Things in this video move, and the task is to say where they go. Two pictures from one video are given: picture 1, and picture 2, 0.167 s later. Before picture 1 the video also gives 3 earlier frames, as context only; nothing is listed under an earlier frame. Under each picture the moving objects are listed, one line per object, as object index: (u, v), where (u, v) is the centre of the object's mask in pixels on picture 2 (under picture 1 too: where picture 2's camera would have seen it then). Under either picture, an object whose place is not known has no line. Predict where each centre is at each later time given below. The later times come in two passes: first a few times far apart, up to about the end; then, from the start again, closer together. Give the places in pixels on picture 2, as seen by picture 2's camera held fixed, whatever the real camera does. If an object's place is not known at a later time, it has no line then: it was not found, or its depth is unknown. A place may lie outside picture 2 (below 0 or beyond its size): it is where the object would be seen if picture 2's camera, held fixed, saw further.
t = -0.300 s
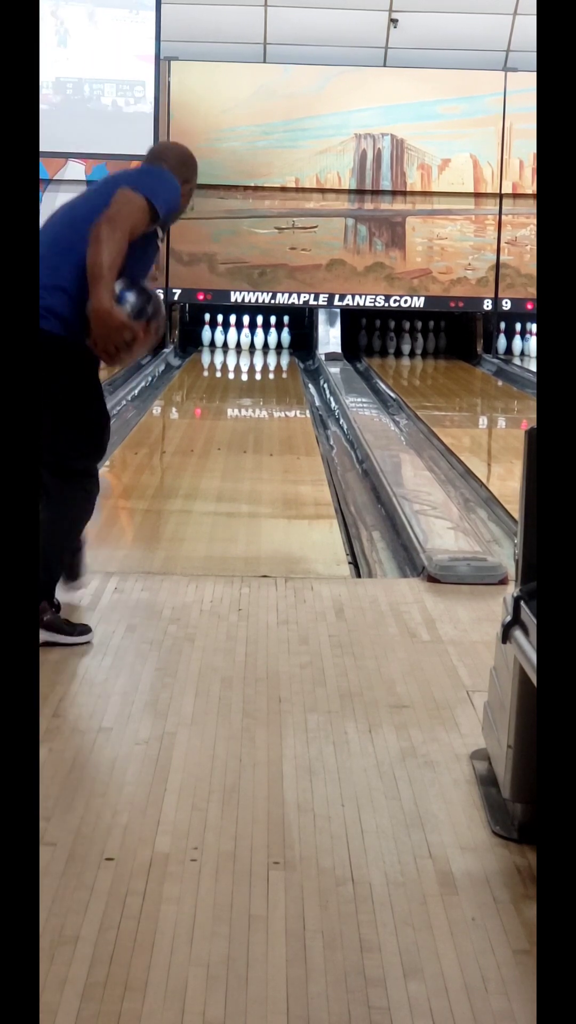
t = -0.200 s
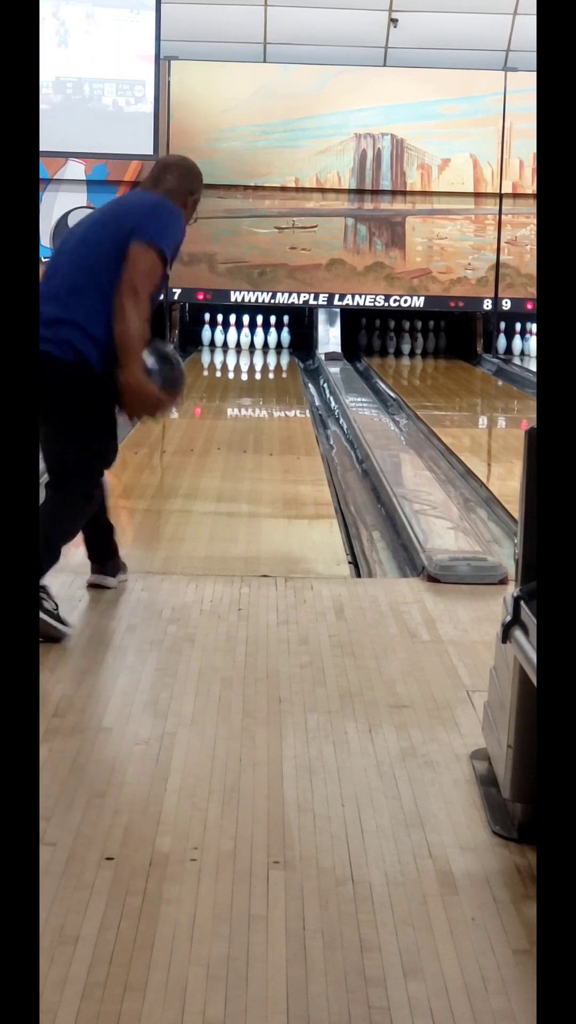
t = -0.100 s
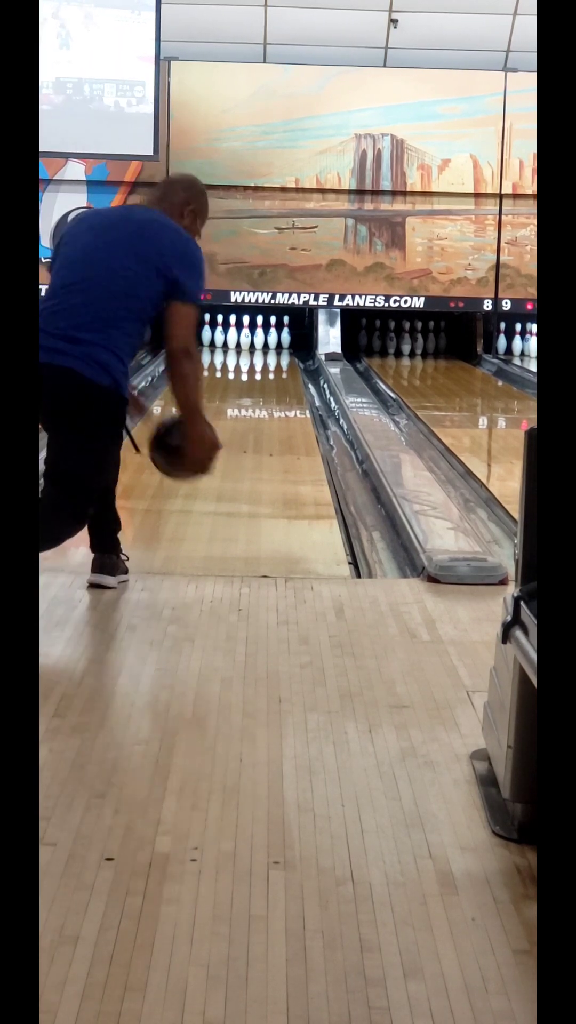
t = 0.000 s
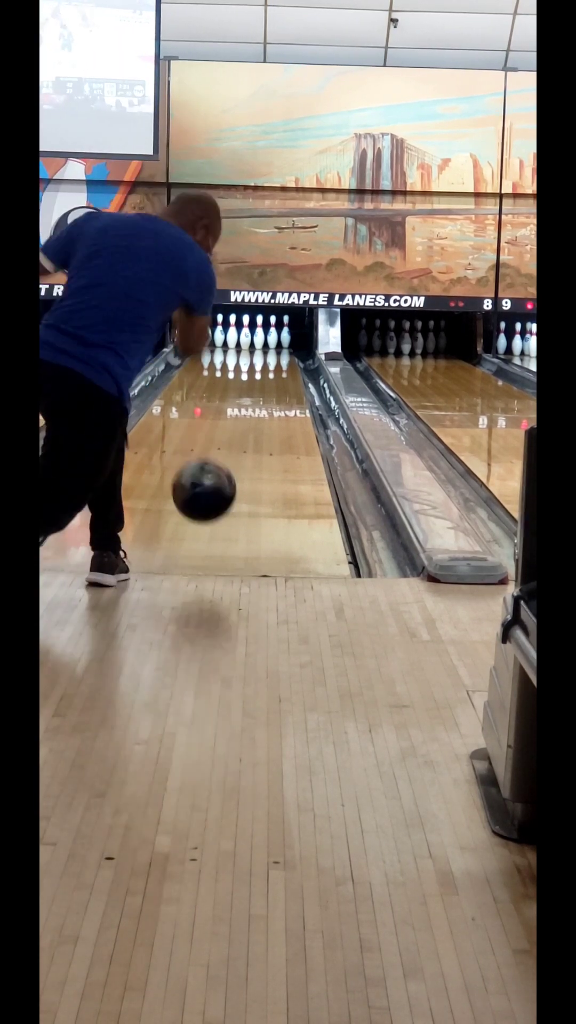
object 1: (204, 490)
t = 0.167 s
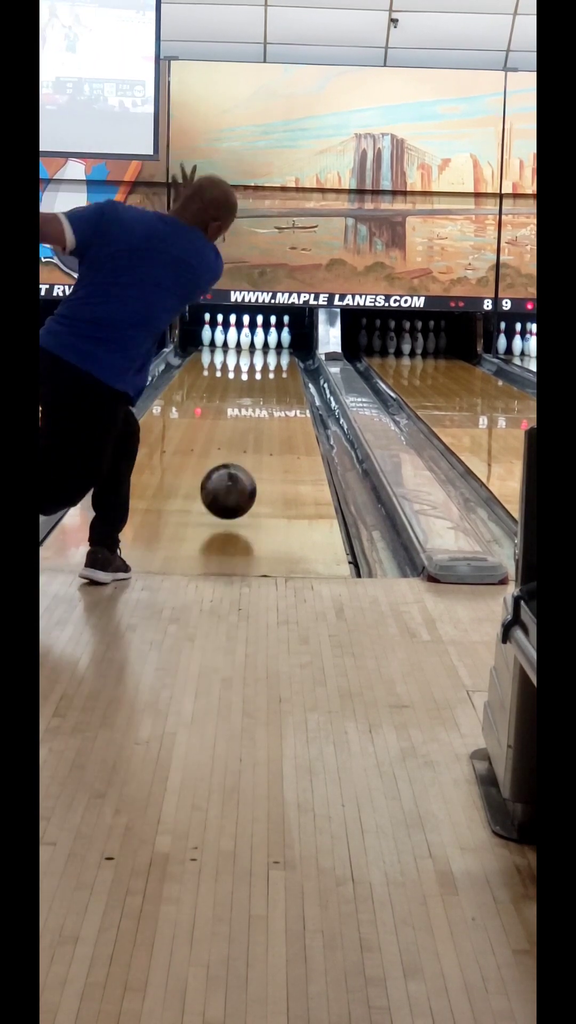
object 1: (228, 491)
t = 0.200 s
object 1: (232, 489)
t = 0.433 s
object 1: (253, 456)
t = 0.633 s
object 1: (265, 436)
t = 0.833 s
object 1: (272, 420)
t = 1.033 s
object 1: (276, 405)
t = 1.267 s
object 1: (277, 392)
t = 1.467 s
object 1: (276, 381)
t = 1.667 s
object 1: (273, 373)
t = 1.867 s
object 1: (268, 366)
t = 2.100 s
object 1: (262, 359)
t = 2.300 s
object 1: (255, 354)
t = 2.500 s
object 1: (247, 349)
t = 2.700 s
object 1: (241, 346)
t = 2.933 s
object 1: (235, 342)
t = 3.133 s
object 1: (219, 338)
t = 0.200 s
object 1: (232, 489)
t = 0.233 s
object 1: (236, 486)
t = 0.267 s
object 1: (239, 481)
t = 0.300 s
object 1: (243, 475)
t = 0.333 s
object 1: (246, 470)
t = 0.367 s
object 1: (248, 465)
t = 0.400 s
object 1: (251, 461)
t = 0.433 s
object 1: (253, 456)
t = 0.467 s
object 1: (256, 453)
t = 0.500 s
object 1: (258, 449)
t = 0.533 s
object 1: (260, 445)
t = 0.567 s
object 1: (261, 442)
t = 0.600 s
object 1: (263, 439)
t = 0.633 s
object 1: (265, 436)
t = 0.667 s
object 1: (266, 433)
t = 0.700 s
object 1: (267, 430)
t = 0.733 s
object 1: (268, 427)
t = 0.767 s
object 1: (270, 425)
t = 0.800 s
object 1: (271, 422)
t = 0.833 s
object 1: (272, 420)
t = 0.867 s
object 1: (272, 417)
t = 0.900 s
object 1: (273, 414)
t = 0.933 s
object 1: (274, 412)
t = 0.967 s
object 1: (274, 410)
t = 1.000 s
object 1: (275, 408)
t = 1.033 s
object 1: (276, 405)
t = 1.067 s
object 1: (276, 403)
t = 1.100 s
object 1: (276, 401)
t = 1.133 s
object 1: (276, 400)
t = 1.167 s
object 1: (276, 398)
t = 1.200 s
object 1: (277, 396)
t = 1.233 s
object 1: (277, 394)
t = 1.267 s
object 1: (277, 392)
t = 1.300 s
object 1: (276, 391)
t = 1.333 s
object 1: (277, 389)
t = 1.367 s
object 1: (277, 387)
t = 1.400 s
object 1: (277, 386)
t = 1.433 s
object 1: (276, 384)
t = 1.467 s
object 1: (276, 381)
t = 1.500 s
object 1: (276, 380)
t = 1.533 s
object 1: (276, 379)
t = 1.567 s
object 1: (275, 377)
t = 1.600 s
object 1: (274, 376)
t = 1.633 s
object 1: (274, 375)
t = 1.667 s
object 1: (273, 373)
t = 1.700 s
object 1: (272, 372)
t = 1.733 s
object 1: (271, 371)
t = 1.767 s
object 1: (271, 370)
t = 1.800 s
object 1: (270, 369)
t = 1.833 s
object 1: (269, 368)
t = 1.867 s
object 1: (268, 366)
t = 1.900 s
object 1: (268, 366)
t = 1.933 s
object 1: (267, 364)
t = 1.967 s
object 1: (266, 363)
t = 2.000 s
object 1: (265, 362)
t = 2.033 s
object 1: (264, 361)
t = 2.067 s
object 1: (263, 361)
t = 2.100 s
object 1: (262, 359)
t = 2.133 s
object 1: (261, 359)
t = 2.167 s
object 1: (260, 357)
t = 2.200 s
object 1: (258, 357)
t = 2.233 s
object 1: (257, 356)
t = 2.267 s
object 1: (256, 355)
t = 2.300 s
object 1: (255, 354)
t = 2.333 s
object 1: (253, 353)
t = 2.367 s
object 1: (252, 353)
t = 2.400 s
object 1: (251, 352)
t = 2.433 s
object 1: (250, 351)
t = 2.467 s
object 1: (249, 351)
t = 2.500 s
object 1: (247, 349)
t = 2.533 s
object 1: (248, 349)
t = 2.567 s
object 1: (246, 349)
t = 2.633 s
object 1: (244, 347)
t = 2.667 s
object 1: (243, 347)
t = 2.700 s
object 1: (241, 346)
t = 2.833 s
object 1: (238, 343)
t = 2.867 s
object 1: (237, 342)
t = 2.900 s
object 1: (236, 342)
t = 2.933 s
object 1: (235, 342)
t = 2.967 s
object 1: (235, 342)
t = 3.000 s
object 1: (233, 342)
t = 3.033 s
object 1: (230, 339)
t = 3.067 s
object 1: (227, 339)
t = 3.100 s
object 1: (223, 339)
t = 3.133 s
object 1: (219, 338)
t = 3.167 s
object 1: (216, 338)
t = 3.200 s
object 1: (213, 338)
